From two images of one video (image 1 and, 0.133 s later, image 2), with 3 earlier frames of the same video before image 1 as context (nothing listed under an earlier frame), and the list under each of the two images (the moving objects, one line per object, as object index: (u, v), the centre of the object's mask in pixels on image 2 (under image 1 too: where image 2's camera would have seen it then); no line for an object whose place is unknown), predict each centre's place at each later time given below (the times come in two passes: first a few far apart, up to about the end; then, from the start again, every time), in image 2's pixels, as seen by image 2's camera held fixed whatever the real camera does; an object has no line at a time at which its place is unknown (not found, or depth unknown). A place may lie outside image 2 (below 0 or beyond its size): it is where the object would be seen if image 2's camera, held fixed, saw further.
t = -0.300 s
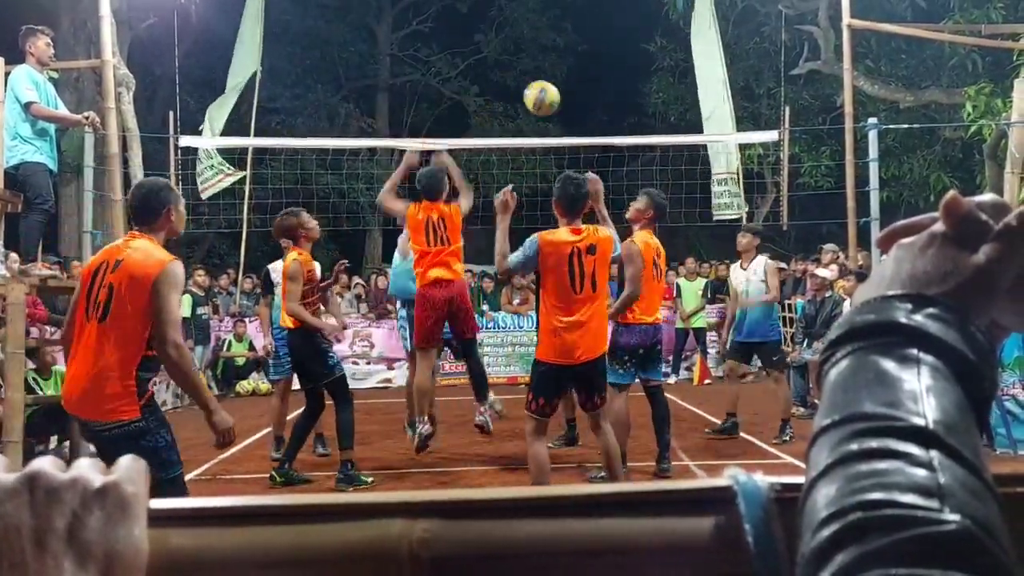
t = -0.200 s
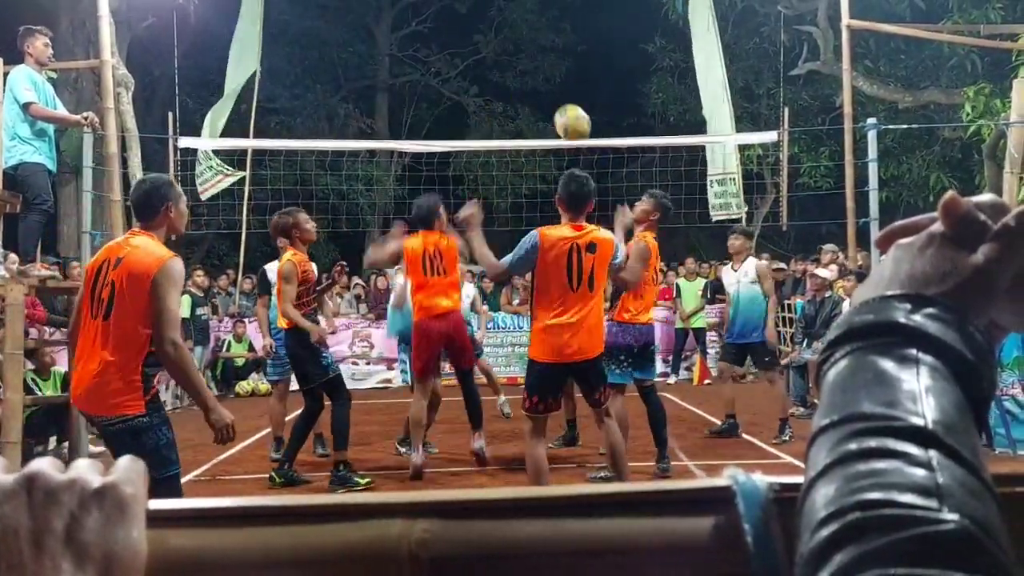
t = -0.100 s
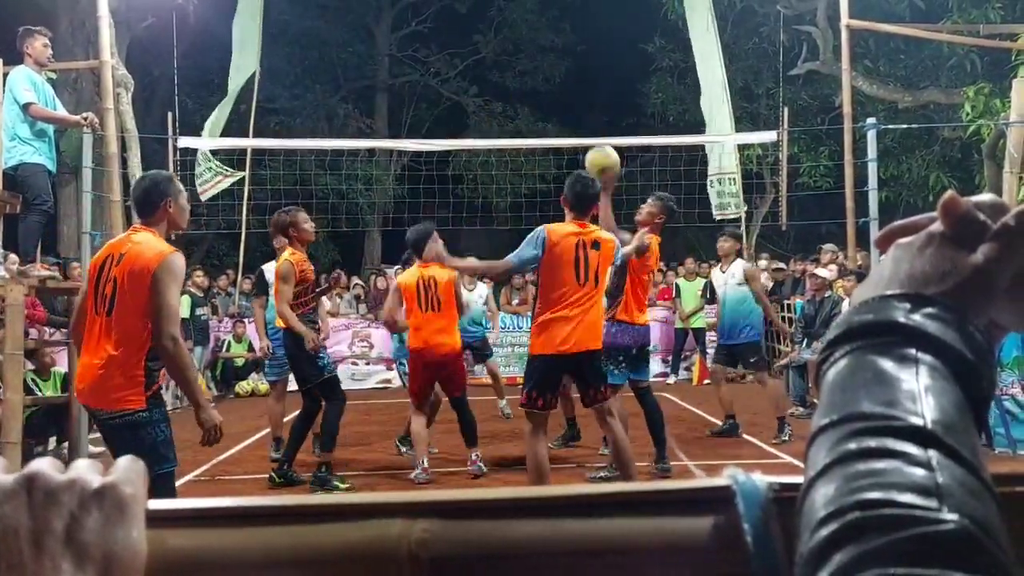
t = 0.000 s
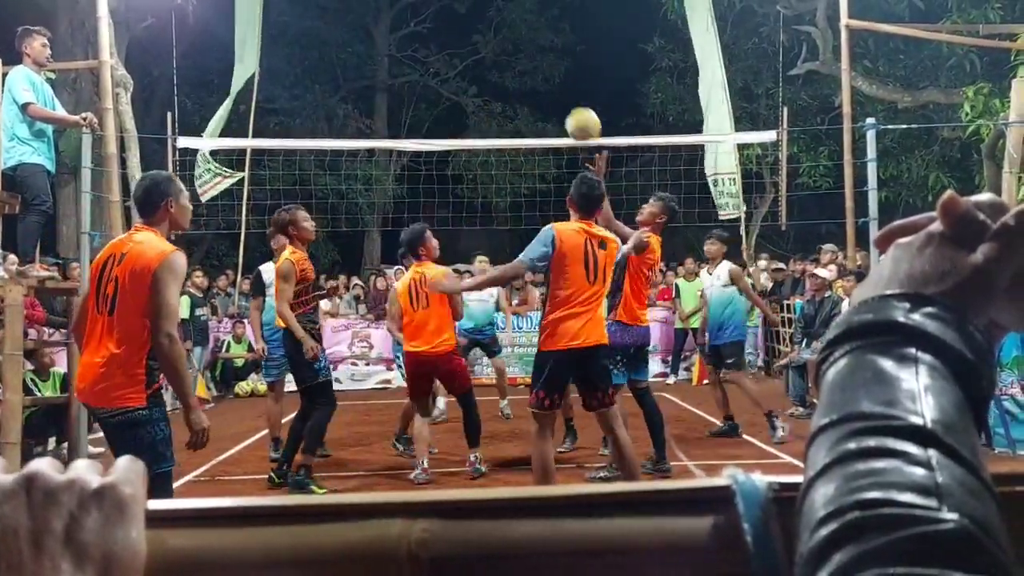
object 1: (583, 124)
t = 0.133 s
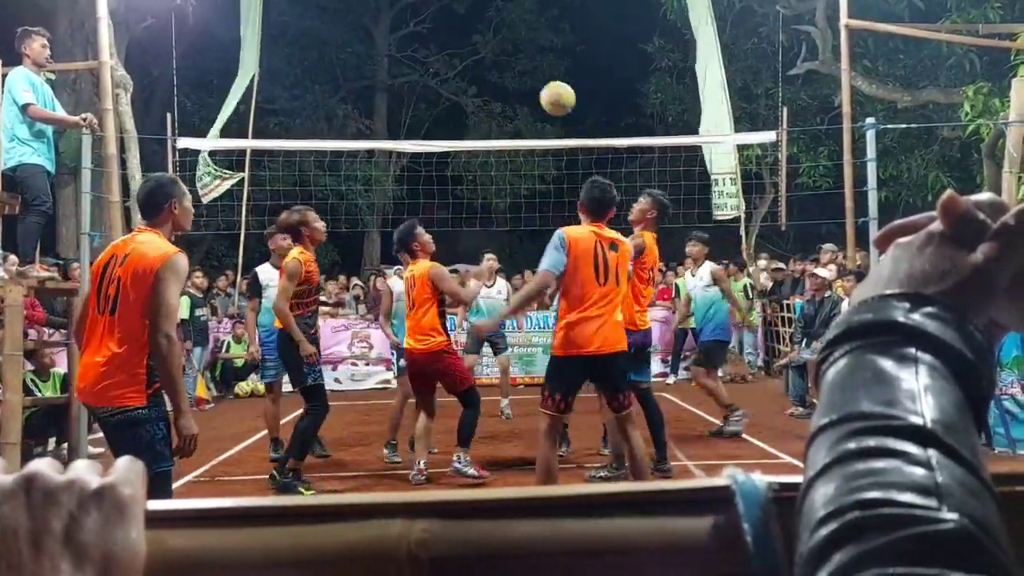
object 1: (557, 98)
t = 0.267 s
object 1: (533, 98)
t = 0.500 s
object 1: (496, 157)
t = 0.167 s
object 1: (551, 96)
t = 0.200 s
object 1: (545, 95)
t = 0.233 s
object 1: (539, 96)
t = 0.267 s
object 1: (533, 98)
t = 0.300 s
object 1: (528, 102)
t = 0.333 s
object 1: (523, 107)
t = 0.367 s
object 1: (517, 114)
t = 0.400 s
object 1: (511, 122)
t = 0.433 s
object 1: (506, 131)
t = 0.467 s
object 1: (501, 144)
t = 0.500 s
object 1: (496, 157)
